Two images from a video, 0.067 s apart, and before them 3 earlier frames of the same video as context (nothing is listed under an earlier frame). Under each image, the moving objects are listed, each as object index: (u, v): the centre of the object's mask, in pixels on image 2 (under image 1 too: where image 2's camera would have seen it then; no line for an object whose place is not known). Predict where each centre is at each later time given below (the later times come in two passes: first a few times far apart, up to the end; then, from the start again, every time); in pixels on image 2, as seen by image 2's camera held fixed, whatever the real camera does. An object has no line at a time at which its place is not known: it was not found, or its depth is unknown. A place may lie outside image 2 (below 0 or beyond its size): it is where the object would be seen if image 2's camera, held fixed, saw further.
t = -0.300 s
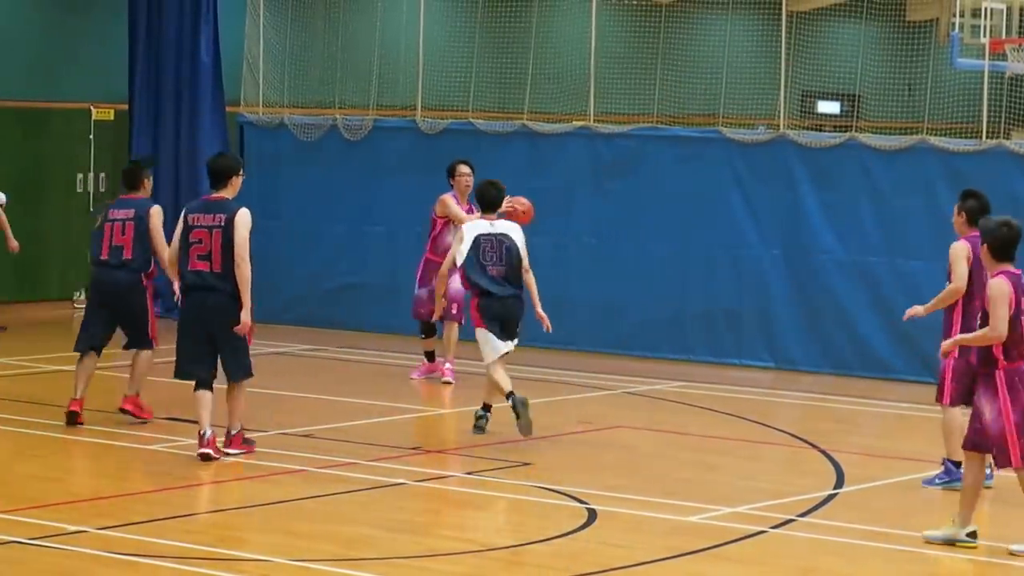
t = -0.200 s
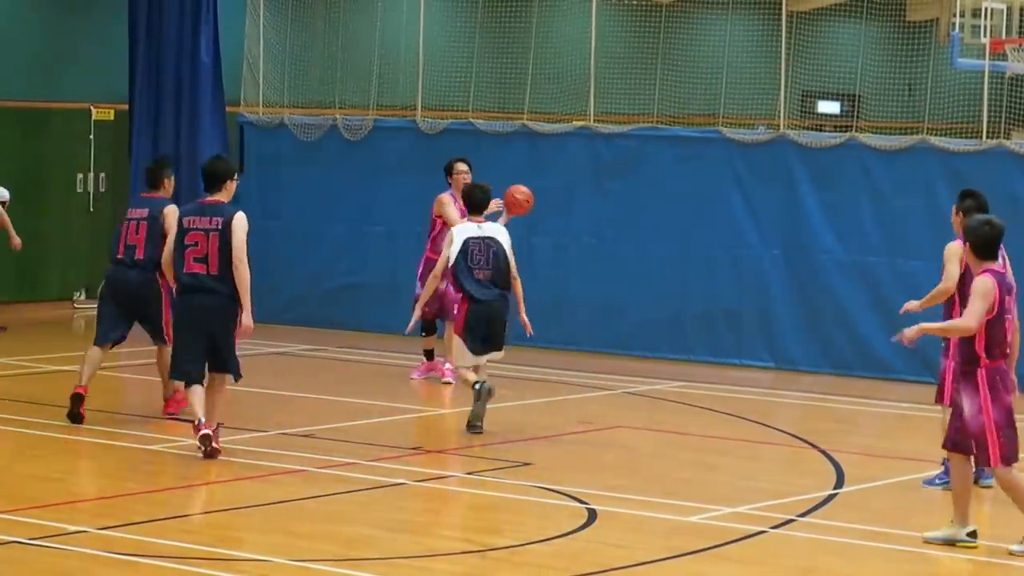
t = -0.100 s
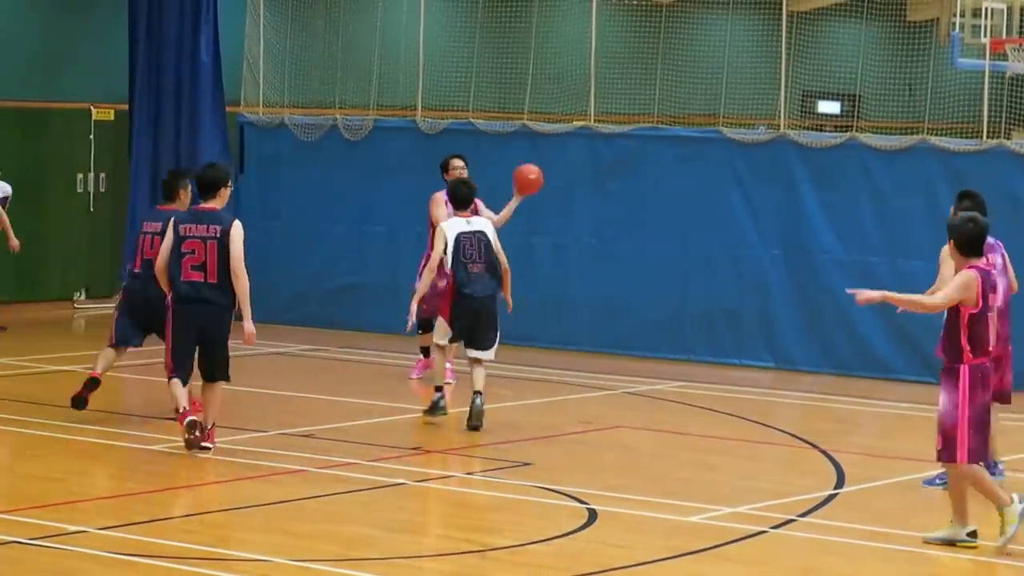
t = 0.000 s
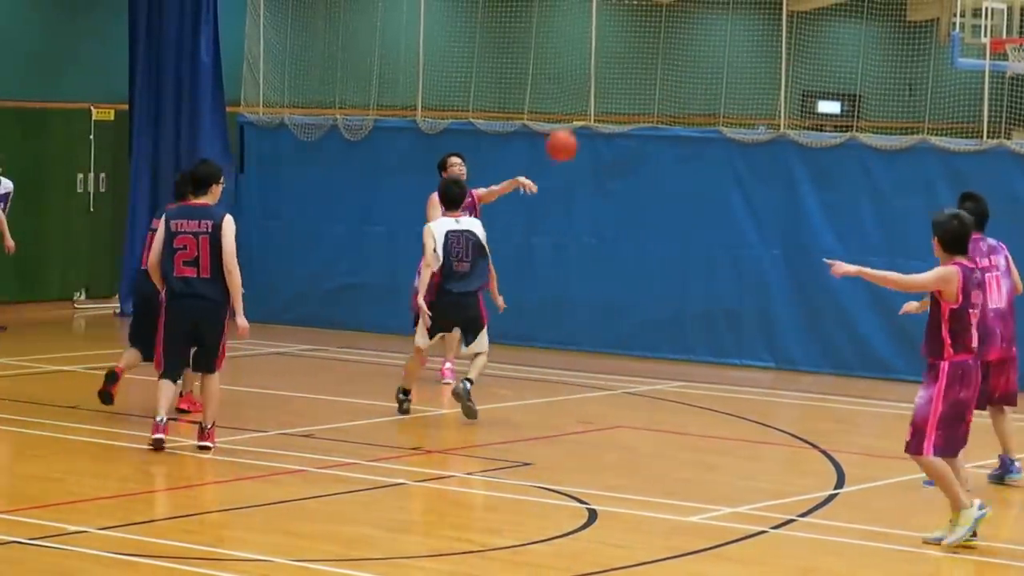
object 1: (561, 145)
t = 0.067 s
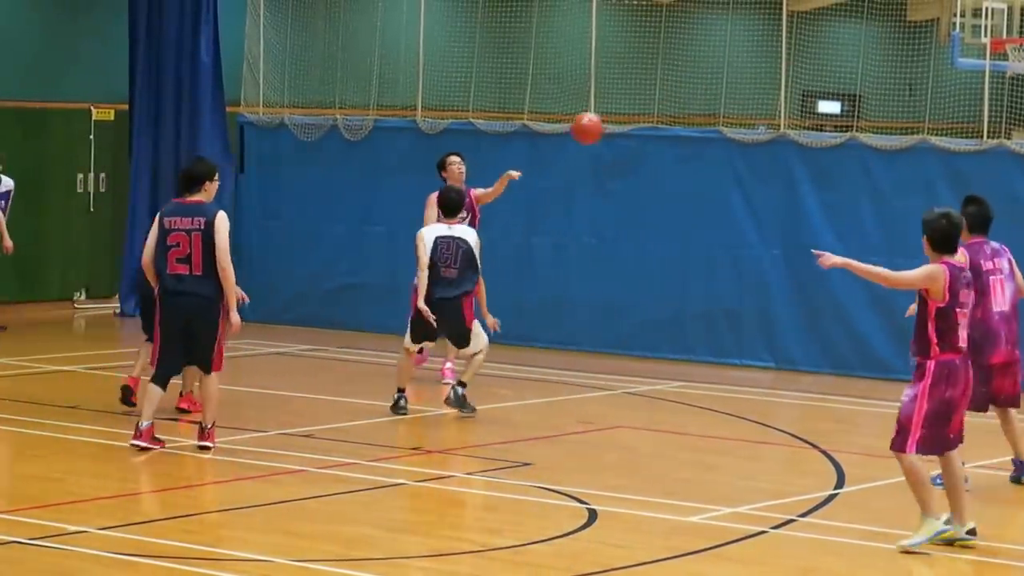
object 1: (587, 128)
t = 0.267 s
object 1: (674, 106)
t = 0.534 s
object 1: (811, 163)
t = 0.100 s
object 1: (601, 121)
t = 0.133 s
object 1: (616, 115)
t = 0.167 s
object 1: (630, 111)
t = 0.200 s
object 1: (644, 108)
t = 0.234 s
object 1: (658, 106)
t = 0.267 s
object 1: (674, 106)
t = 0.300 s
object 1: (690, 107)
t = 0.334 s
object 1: (706, 110)
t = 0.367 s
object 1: (723, 114)
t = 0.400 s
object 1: (739, 121)
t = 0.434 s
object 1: (757, 128)
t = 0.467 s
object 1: (774, 138)
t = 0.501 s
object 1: (792, 149)
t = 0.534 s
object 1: (811, 163)
